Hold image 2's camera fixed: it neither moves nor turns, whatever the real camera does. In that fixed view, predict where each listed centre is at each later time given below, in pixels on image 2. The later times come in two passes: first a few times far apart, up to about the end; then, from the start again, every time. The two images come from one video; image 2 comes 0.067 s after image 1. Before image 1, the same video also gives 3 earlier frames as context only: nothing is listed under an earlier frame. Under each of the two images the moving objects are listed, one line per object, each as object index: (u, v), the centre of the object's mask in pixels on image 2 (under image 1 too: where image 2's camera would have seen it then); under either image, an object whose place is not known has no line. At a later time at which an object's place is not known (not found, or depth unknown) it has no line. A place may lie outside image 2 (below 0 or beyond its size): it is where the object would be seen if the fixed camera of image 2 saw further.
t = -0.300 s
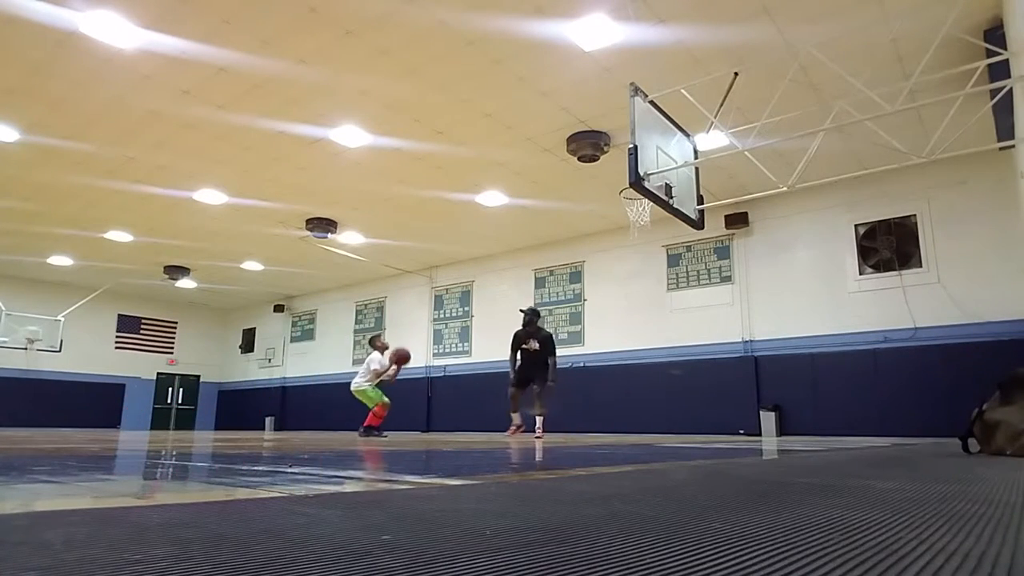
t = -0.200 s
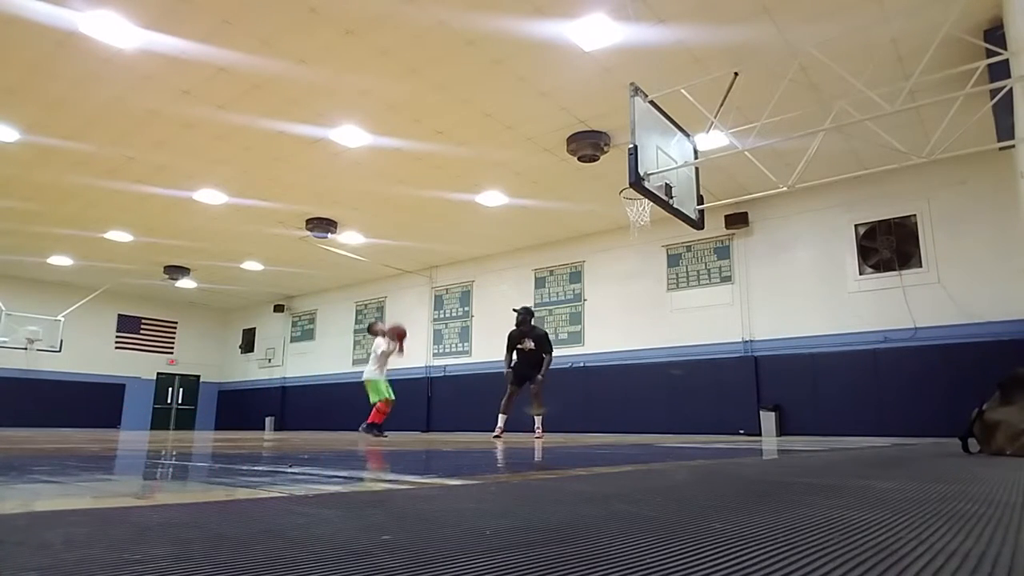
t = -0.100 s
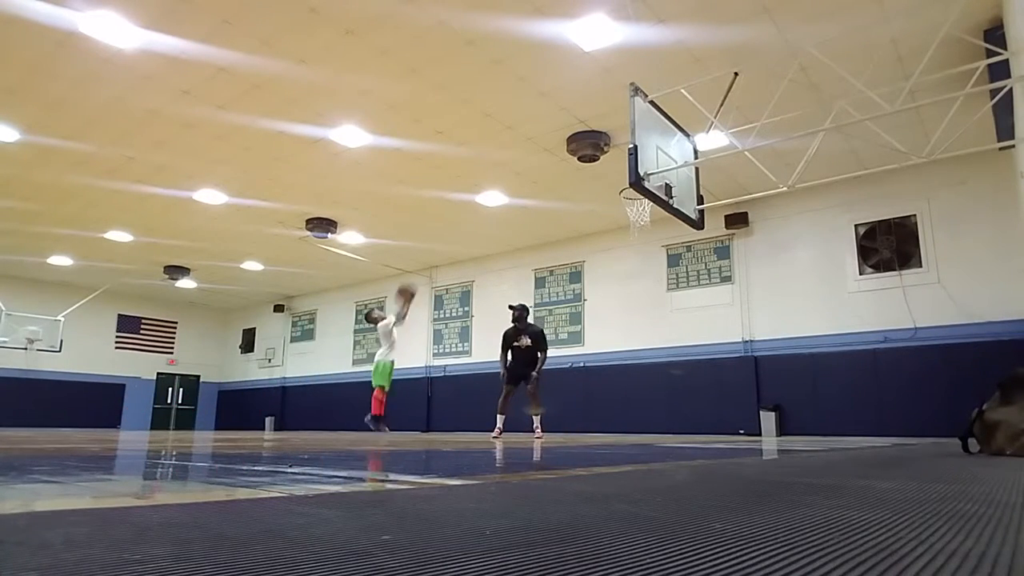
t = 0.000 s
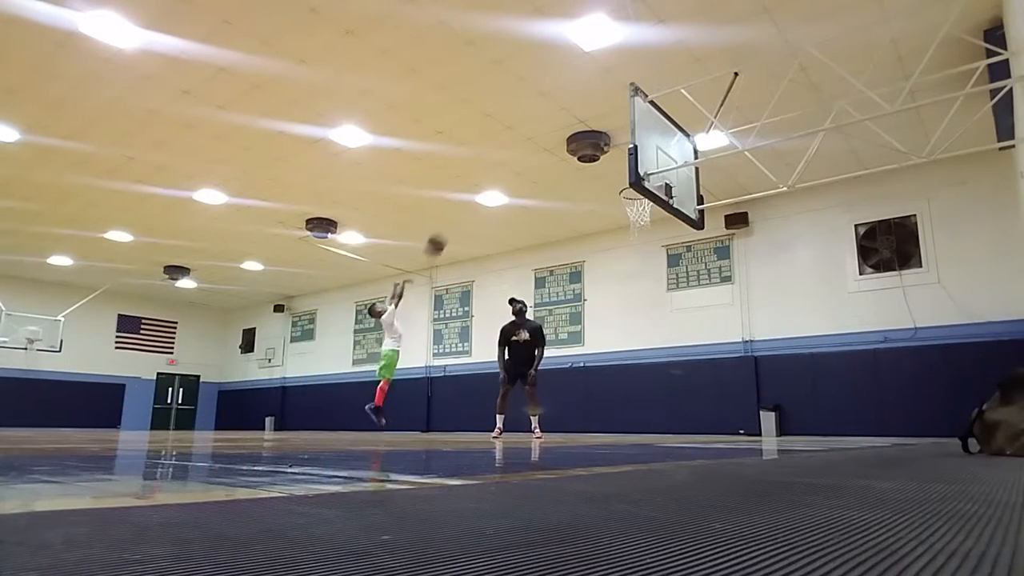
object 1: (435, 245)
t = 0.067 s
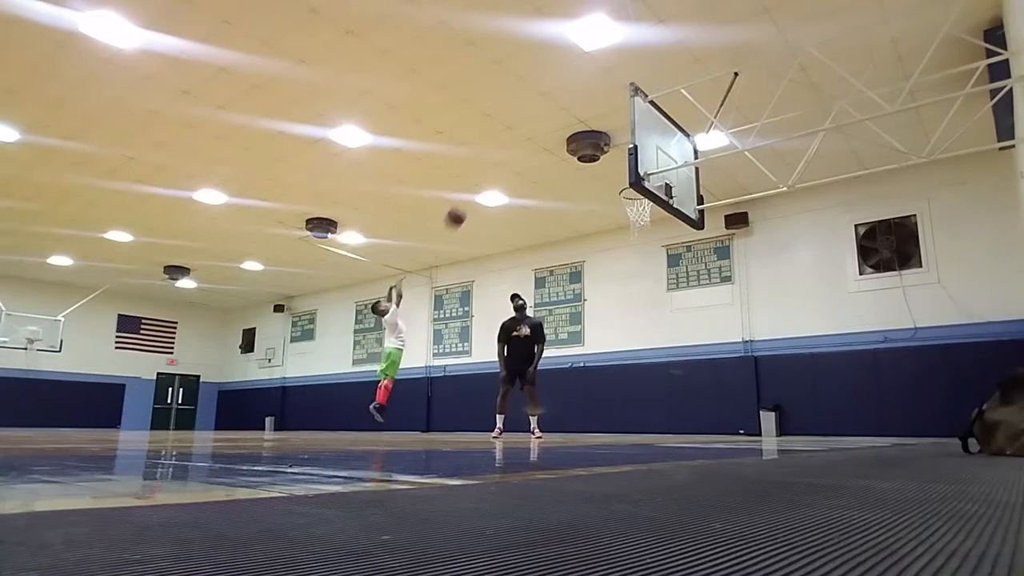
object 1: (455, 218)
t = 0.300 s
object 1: (519, 153)
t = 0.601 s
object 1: (598, 128)
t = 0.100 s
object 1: (464, 207)
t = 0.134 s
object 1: (473, 195)
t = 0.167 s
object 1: (483, 184)
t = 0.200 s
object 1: (492, 176)
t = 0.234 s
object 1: (501, 168)
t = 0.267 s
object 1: (510, 160)
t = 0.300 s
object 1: (519, 153)
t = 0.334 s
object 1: (528, 148)
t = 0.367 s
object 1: (536, 144)
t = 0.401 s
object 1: (545, 139)
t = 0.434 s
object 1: (554, 136)
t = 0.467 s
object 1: (562, 133)
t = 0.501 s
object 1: (570, 130)
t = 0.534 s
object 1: (578, 129)
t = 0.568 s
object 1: (589, 128)
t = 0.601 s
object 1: (598, 128)
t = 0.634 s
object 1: (607, 132)
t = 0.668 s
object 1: (614, 136)
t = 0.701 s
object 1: (621, 139)
